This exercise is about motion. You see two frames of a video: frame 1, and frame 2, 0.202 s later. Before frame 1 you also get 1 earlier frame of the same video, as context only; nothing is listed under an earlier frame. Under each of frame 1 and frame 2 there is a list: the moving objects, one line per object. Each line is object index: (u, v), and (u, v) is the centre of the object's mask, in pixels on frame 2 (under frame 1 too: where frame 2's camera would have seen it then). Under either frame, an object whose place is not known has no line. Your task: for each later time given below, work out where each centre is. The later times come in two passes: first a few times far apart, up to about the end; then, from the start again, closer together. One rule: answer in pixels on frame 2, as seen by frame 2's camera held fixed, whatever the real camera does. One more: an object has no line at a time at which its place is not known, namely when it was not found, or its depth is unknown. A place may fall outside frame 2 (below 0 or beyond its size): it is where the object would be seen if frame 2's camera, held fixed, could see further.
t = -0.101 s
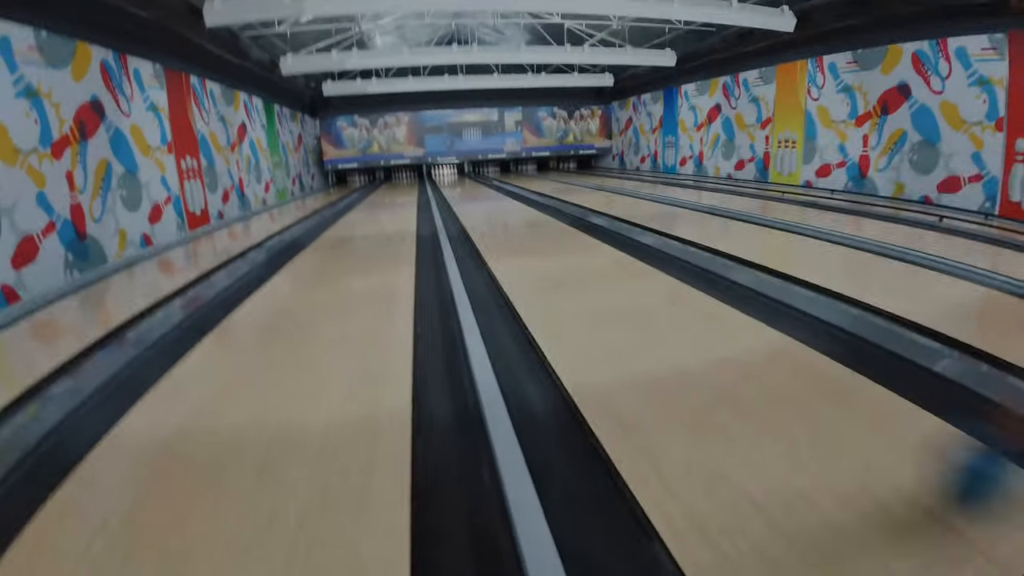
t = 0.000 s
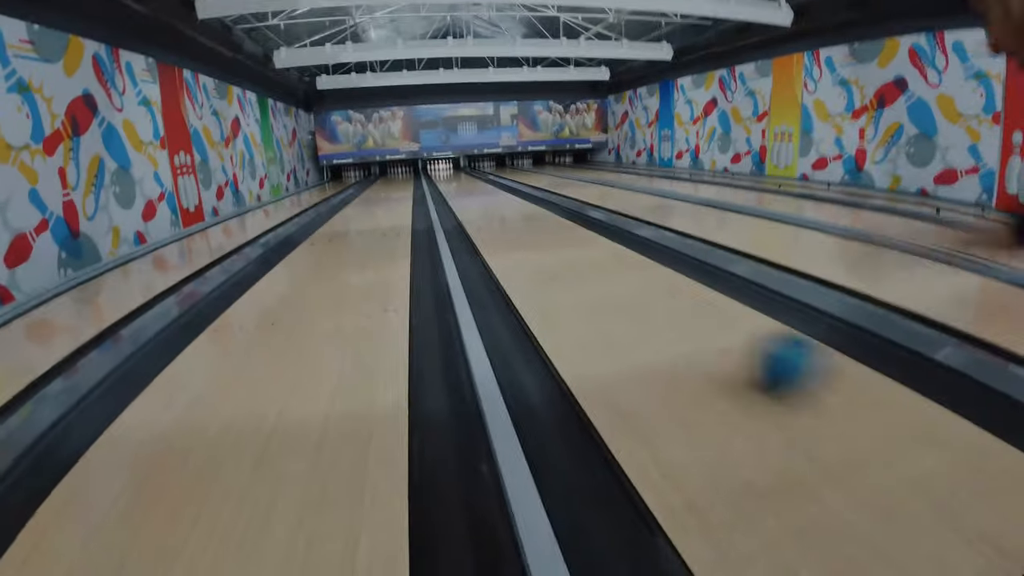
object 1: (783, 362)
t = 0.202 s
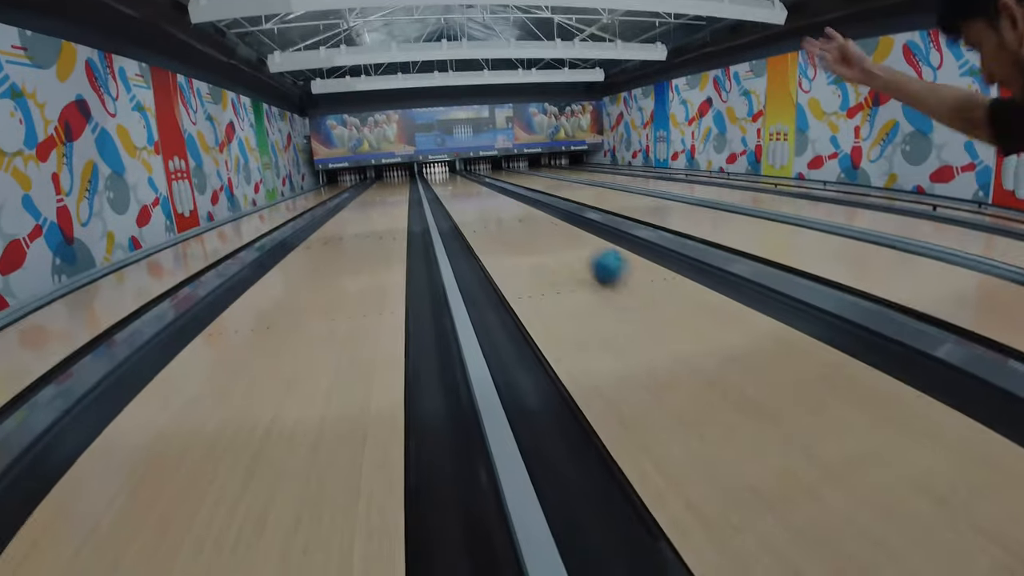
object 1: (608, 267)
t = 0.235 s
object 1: (593, 258)
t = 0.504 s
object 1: (520, 220)
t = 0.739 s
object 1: (490, 203)
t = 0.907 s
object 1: (477, 196)
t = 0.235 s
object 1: (593, 258)
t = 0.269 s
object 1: (578, 251)
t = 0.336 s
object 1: (557, 239)
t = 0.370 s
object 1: (548, 235)
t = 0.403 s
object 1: (540, 230)
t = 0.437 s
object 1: (532, 226)
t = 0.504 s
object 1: (520, 220)
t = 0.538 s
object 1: (515, 217)
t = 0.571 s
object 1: (509, 214)
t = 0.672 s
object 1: (497, 208)
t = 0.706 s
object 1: (493, 206)
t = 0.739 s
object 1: (490, 203)
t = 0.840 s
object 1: (482, 199)
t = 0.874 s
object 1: (479, 197)
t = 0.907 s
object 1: (477, 196)
